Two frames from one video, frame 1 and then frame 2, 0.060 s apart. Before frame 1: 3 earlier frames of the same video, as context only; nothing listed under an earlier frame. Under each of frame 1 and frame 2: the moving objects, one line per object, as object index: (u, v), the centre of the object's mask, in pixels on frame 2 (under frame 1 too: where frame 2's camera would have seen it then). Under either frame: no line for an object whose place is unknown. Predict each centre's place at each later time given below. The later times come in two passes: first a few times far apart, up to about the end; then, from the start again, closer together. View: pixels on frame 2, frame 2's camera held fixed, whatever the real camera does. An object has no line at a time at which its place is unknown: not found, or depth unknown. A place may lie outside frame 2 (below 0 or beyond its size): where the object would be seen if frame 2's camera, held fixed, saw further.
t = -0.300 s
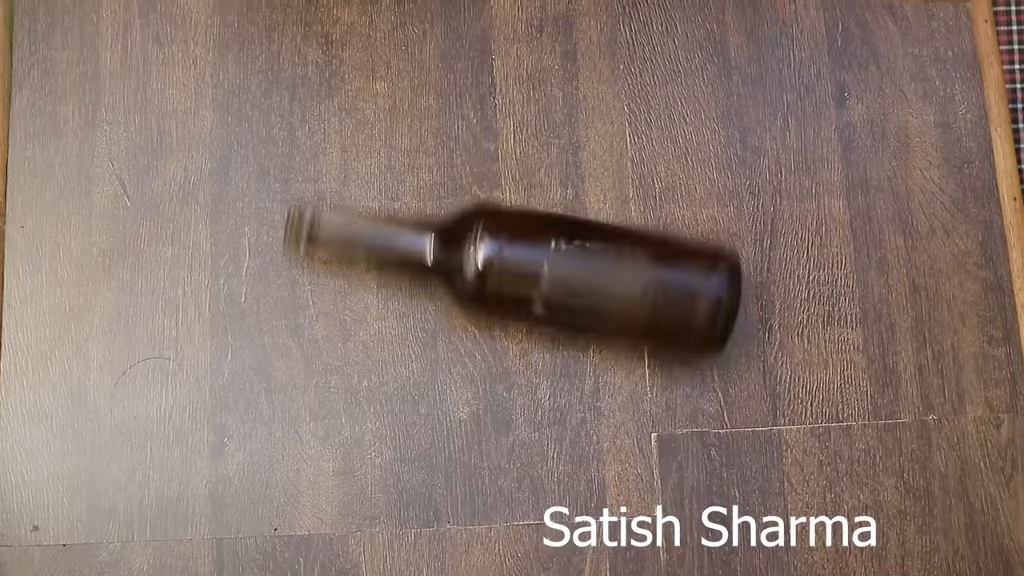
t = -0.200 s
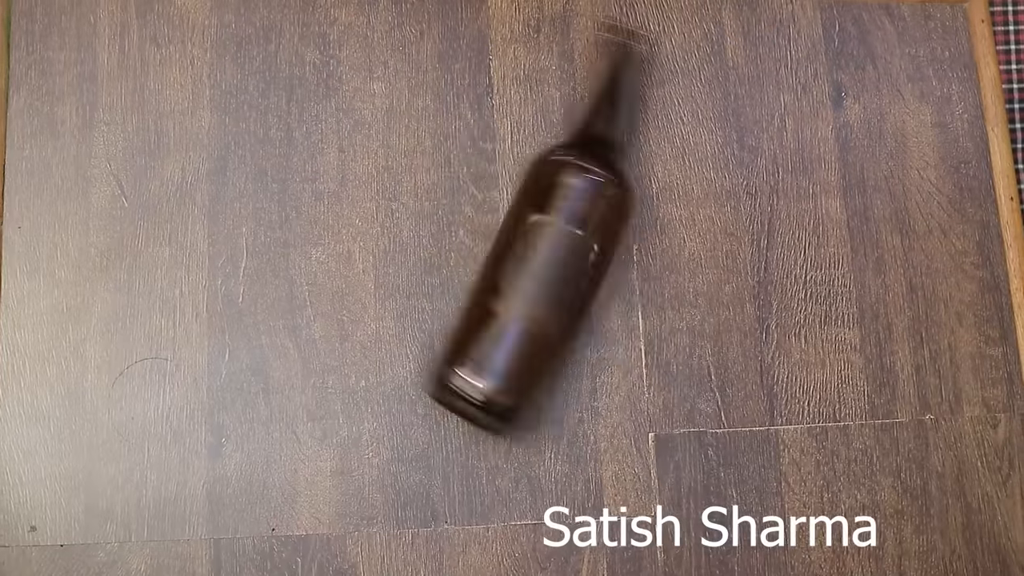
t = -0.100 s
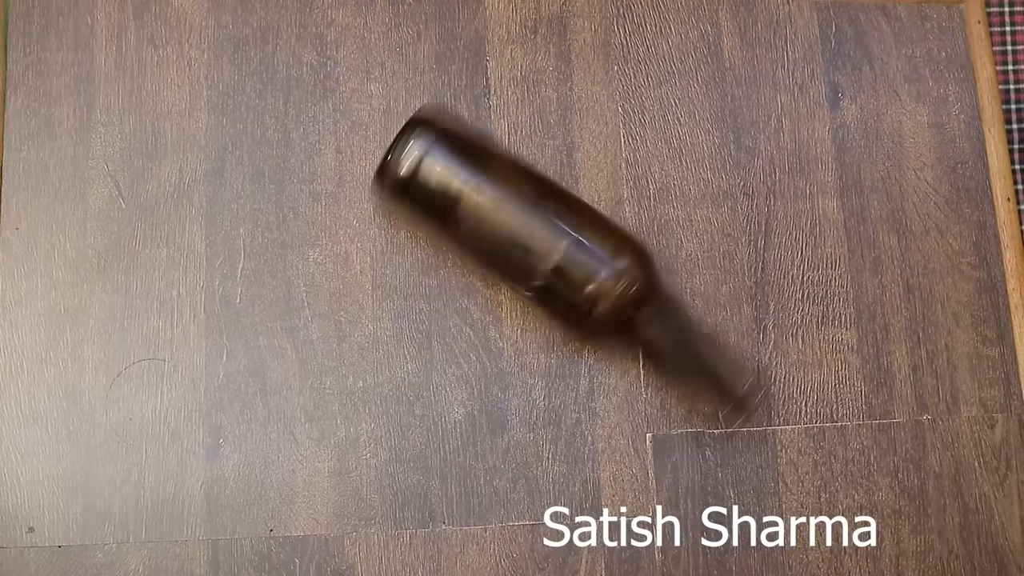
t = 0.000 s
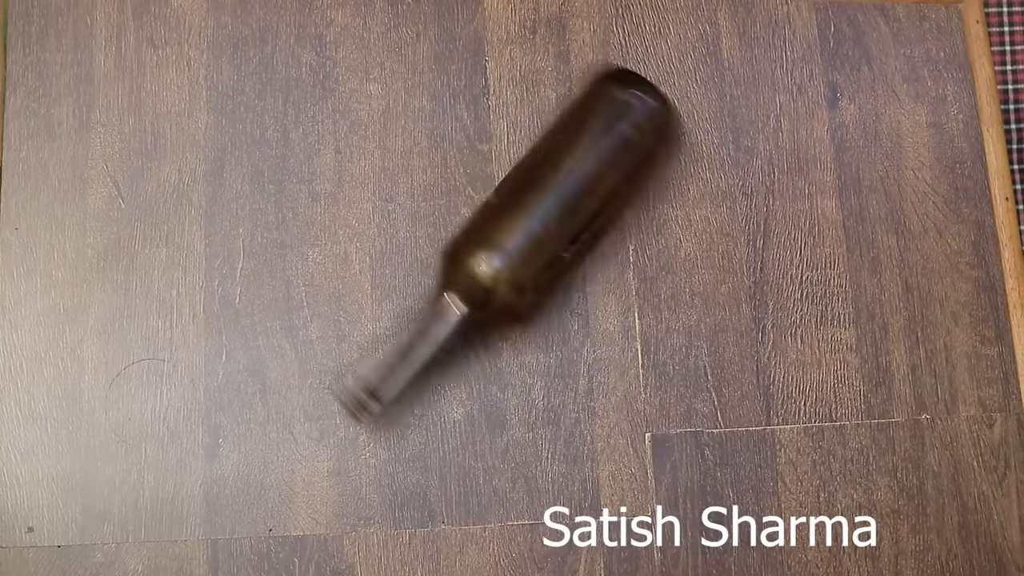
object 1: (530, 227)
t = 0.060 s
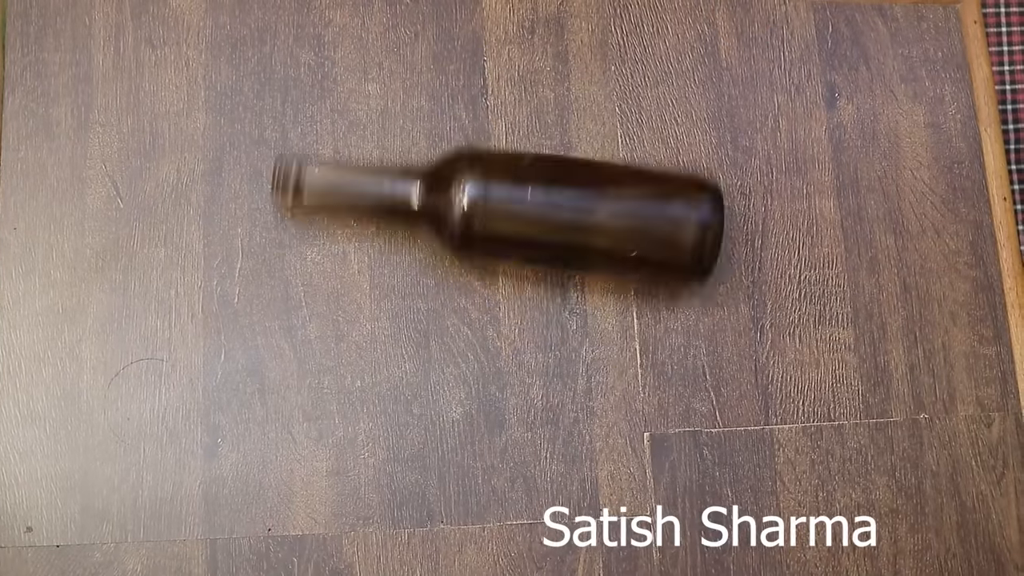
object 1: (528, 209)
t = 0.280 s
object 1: (549, 190)
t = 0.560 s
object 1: (548, 176)
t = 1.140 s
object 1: (533, 182)
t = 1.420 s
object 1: (534, 189)
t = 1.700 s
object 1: (536, 176)
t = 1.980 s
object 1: (572, 183)
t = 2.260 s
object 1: (562, 199)
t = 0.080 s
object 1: (534, 204)
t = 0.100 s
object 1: (538, 201)
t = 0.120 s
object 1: (542, 201)
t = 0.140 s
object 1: (546, 210)
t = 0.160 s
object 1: (543, 210)
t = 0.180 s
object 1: (540, 206)
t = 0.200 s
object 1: (542, 196)
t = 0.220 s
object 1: (540, 195)
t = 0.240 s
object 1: (545, 191)
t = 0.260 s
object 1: (548, 189)
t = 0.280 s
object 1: (549, 190)
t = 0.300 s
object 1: (553, 192)
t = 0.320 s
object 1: (552, 195)
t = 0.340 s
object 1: (550, 197)
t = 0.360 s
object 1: (544, 192)
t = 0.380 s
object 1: (541, 191)
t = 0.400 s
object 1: (538, 186)
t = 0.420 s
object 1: (539, 183)
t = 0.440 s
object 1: (538, 183)
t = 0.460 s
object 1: (536, 180)
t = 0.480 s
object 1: (534, 176)
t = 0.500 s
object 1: (537, 174)
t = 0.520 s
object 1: (543, 174)
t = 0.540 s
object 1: (542, 171)
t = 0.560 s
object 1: (548, 176)
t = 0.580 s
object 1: (550, 187)
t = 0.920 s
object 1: (528, 175)
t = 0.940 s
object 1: (531, 173)
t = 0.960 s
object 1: (529, 171)
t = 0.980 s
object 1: (529, 167)
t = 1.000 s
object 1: (531, 167)
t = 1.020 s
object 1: (533, 166)
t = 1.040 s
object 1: (534, 165)
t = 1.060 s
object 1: (535, 166)
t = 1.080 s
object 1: (539, 173)
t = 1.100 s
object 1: (540, 181)
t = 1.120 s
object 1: (537, 183)
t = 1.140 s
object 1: (533, 182)
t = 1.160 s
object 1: (531, 180)
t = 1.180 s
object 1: (533, 173)
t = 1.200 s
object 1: (539, 169)
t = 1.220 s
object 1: (542, 169)
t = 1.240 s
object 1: (545, 170)
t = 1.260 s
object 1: (552, 172)
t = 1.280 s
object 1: (551, 175)
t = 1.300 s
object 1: (550, 178)
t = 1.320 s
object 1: (551, 183)
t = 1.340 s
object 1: (550, 185)
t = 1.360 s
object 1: (546, 187)
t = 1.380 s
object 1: (540, 187)
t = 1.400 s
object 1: (537, 186)
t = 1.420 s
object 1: (534, 189)
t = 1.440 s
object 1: (531, 187)
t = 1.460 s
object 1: (529, 186)
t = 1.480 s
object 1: (528, 185)
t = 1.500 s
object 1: (525, 185)
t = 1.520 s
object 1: (524, 184)
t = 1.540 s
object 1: (525, 183)
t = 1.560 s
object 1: (527, 180)
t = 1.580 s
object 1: (528, 179)
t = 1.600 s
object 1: (529, 178)
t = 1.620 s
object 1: (531, 178)
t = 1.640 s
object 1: (533, 177)
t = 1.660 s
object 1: (533, 176)
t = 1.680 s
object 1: (535, 175)
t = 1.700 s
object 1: (536, 176)
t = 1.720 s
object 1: (540, 179)
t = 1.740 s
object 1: (543, 185)
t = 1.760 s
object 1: (544, 187)
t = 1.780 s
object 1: (545, 185)
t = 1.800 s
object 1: (545, 184)
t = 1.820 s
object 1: (546, 182)
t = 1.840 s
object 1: (549, 179)
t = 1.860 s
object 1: (554, 175)
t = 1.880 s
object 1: (557, 174)
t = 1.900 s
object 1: (561, 176)
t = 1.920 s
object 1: (565, 177)
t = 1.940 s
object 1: (568, 179)
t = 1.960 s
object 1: (573, 180)
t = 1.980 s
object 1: (572, 183)
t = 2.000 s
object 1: (573, 186)
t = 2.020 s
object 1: (573, 187)
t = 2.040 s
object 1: (572, 189)
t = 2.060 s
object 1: (573, 192)
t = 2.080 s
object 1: (571, 192)
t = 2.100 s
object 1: (570, 193)
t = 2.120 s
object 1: (571, 195)
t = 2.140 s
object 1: (569, 196)
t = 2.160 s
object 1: (567, 196)
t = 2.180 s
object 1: (565, 196)
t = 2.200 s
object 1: (566, 199)
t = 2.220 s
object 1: (565, 200)
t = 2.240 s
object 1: (564, 199)
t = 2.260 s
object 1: (562, 199)
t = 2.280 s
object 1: (561, 199)
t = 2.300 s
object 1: (560, 198)
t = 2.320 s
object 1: (560, 196)
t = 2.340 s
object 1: (558, 193)
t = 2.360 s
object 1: (559, 189)
